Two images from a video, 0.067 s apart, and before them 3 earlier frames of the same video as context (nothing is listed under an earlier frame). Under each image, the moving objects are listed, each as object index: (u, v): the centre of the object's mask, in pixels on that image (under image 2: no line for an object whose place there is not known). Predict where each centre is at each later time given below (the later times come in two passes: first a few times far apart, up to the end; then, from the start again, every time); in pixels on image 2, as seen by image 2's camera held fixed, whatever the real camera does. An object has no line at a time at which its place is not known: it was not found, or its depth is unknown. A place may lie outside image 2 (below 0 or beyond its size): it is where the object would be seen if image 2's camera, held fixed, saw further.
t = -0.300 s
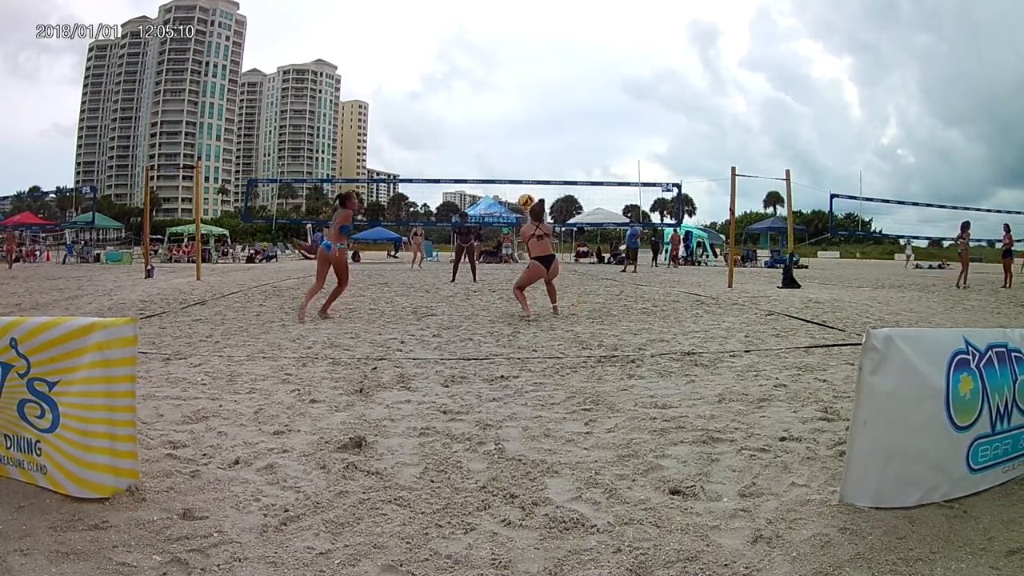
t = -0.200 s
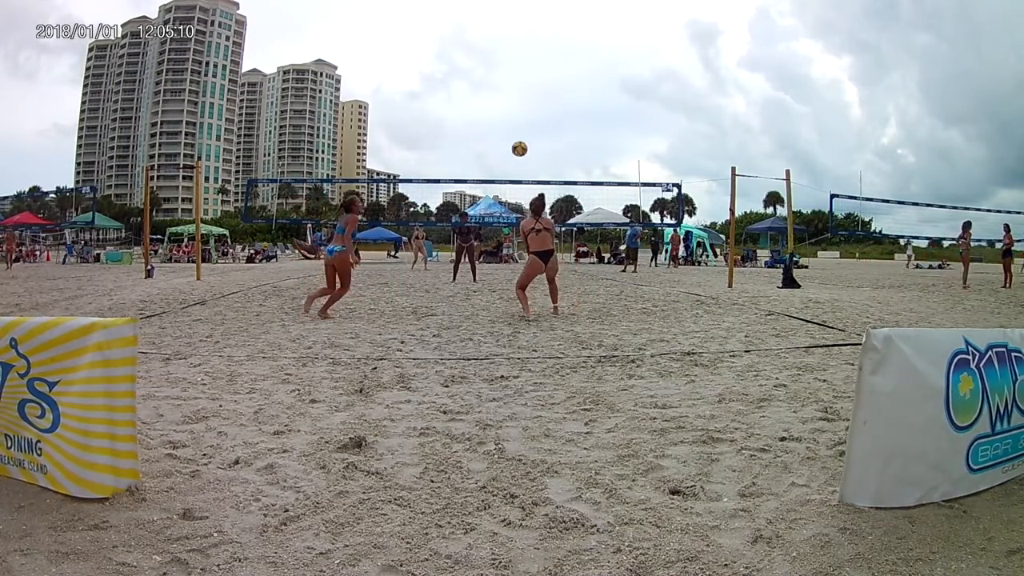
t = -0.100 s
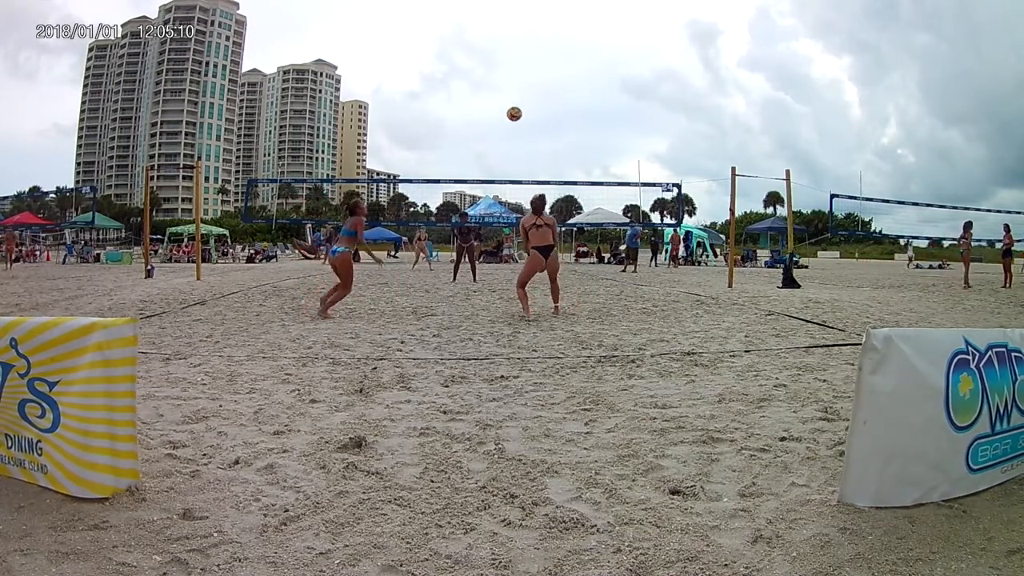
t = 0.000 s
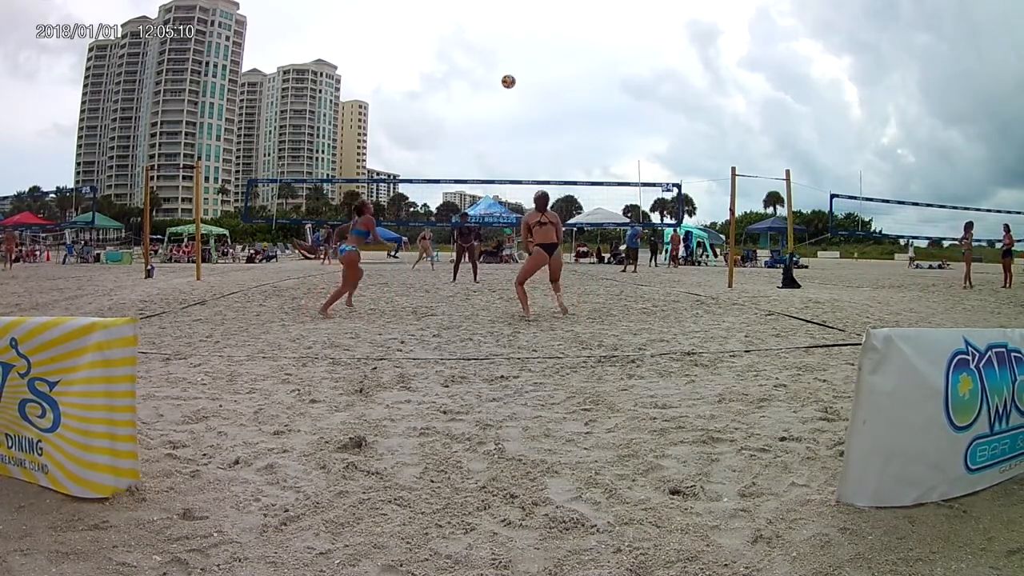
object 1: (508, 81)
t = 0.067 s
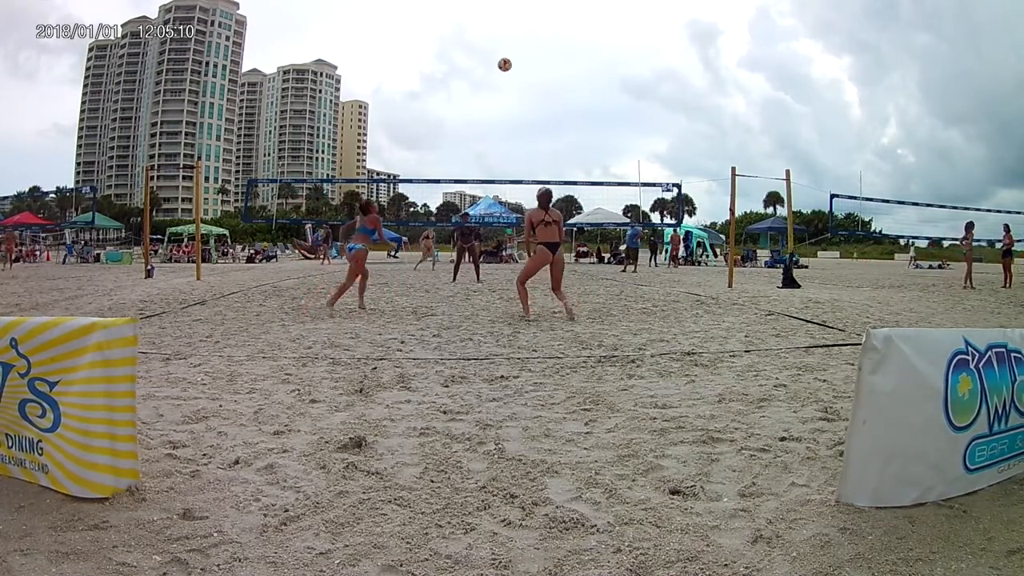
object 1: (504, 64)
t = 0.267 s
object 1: (495, 34)
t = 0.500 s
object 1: (485, 28)
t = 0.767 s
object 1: (475, 51)
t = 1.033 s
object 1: (465, 103)
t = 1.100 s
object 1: (463, 120)
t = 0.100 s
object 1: (503, 57)
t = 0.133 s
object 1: (501, 51)
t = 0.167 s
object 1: (499, 46)
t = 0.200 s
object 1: (498, 41)
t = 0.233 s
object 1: (496, 37)
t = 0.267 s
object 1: (495, 34)
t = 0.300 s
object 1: (493, 31)
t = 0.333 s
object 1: (492, 29)
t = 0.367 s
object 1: (490, 28)
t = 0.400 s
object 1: (489, 27)
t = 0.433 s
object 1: (488, 27)
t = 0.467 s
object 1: (486, 27)
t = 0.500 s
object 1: (485, 28)
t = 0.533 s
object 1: (484, 29)
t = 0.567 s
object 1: (482, 31)
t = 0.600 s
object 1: (481, 33)
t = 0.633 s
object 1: (480, 35)
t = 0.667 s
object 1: (478, 39)
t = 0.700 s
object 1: (477, 42)
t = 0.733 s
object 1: (476, 46)
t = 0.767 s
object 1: (475, 51)
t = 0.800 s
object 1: (473, 56)
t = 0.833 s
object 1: (472, 61)
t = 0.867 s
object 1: (471, 67)
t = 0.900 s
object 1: (470, 73)
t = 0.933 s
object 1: (468, 80)
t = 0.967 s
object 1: (467, 87)
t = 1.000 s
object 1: (466, 95)
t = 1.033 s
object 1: (465, 103)
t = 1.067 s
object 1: (464, 111)
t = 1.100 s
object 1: (463, 120)
